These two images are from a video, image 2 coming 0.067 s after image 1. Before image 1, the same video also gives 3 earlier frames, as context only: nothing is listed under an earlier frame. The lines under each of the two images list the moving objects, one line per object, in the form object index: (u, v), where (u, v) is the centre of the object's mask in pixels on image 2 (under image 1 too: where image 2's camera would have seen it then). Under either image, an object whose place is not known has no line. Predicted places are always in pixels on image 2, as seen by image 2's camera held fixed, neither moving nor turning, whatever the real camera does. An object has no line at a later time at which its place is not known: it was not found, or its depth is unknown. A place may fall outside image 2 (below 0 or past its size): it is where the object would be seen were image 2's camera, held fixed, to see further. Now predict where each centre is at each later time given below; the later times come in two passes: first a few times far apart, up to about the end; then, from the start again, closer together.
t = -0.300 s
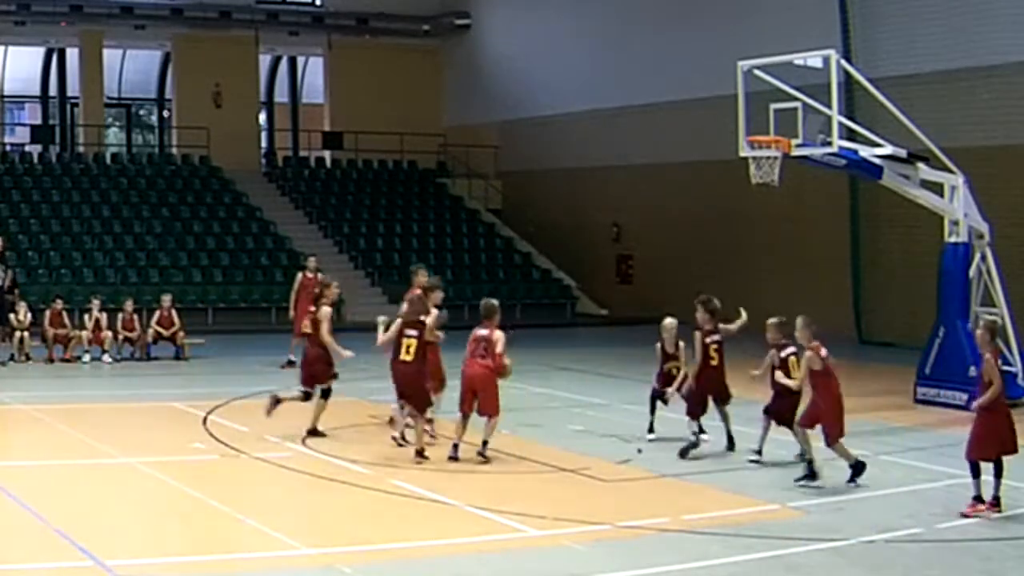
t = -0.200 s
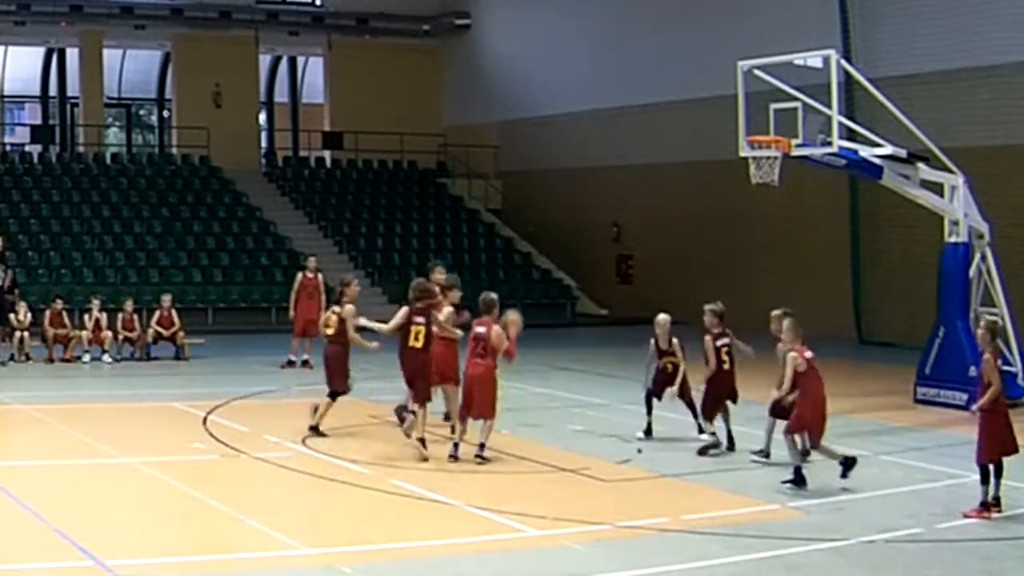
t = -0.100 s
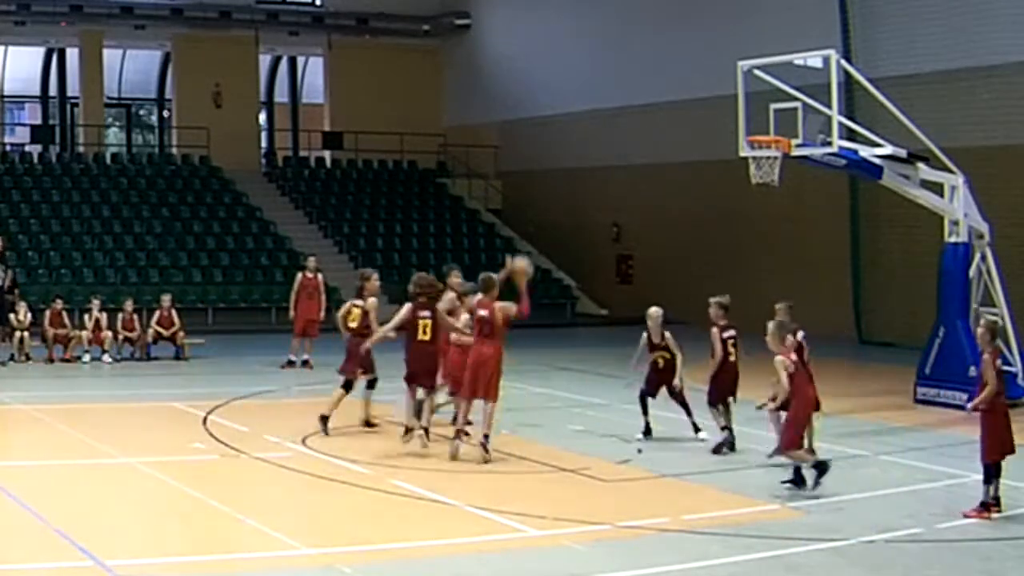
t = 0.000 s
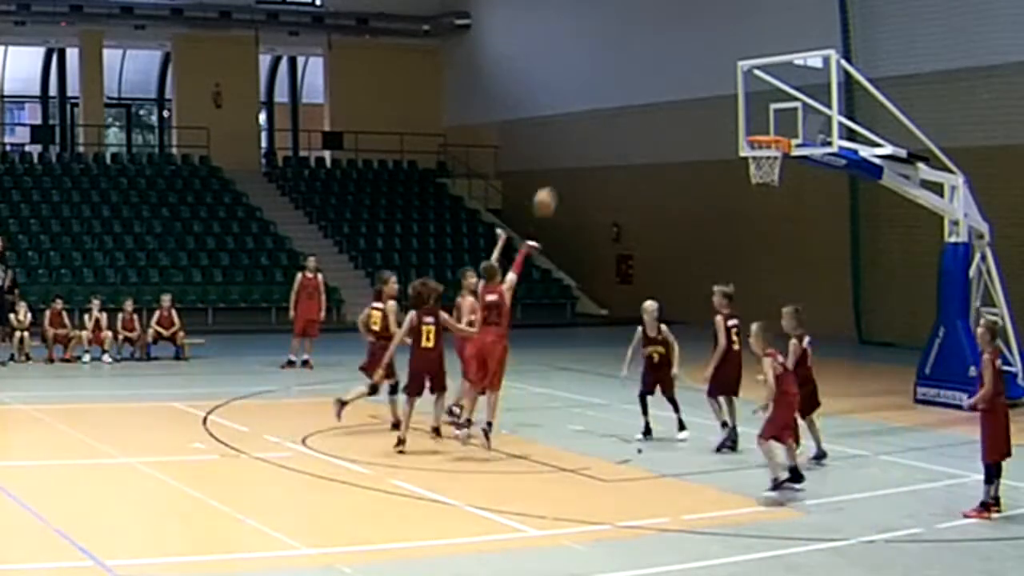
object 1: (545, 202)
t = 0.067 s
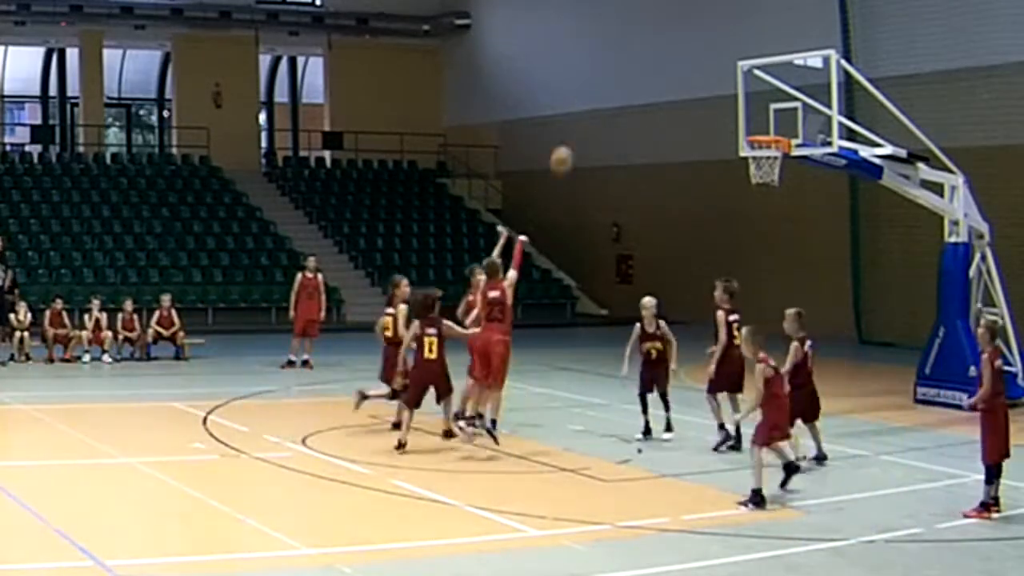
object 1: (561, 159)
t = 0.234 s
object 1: (599, 83)
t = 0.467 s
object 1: (648, 28)
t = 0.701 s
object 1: (694, 29)
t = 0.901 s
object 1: (733, 67)
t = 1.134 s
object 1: (765, 149)
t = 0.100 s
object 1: (569, 142)
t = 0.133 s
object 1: (577, 123)
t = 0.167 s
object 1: (585, 109)
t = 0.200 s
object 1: (592, 94)
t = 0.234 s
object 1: (599, 83)
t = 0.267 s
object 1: (606, 70)
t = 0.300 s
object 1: (613, 62)
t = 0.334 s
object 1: (621, 53)
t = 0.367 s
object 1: (627, 44)
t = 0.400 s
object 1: (635, 38)
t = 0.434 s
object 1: (643, 33)
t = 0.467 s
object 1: (648, 28)
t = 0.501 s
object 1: (655, 25)
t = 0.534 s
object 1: (662, 24)
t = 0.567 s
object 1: (668, 21)
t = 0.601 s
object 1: (675, 23)
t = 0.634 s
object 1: (681, 22)
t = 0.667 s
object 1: (688, 25)
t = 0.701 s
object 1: (694, 29)
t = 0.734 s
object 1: (701, 32)
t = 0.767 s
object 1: (709, 38)
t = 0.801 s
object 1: (714, 41)
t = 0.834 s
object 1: (720, 50)
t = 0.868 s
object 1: (727, 58)
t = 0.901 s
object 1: (733, 67)
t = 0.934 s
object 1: (739, 78)
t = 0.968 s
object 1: (746, 87)
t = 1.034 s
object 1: (759, 110)
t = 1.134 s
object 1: (765, 149)
